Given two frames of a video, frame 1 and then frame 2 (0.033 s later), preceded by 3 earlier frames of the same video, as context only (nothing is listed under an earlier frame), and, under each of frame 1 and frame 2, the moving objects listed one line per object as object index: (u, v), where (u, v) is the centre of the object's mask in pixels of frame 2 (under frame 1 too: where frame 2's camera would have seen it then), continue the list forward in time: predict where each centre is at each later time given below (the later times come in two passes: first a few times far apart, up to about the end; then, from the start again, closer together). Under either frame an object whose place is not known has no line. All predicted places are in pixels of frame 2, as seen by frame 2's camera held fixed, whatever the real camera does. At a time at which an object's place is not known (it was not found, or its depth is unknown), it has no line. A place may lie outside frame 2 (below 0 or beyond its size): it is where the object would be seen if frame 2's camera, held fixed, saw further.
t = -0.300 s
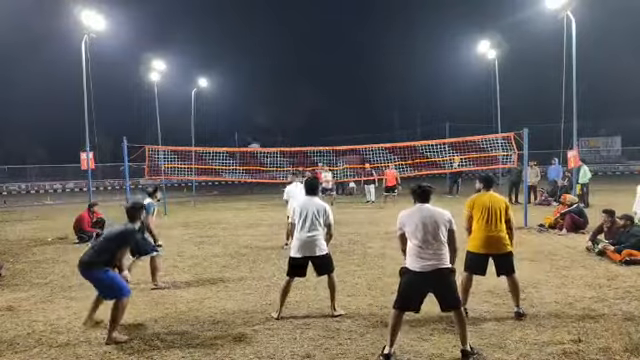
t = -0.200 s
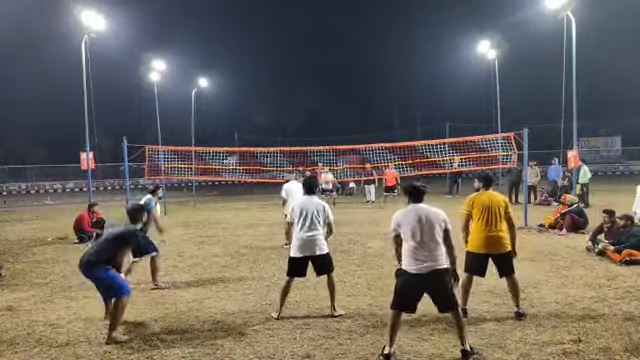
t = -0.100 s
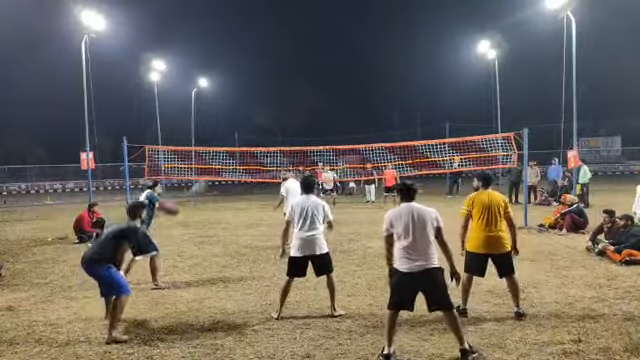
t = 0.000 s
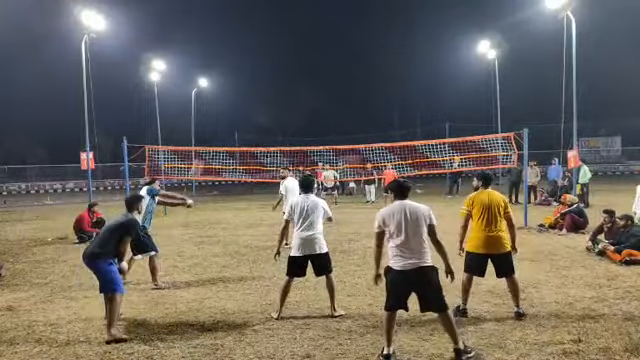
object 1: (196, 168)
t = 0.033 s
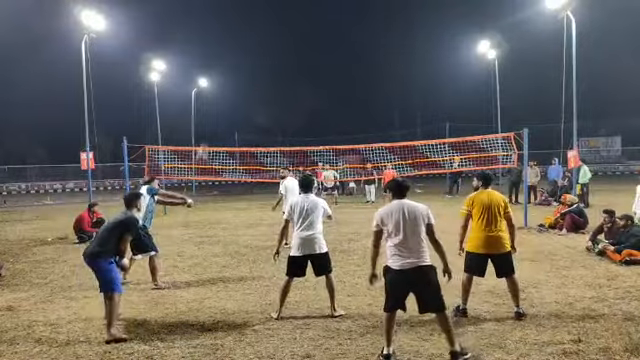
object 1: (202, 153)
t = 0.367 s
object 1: (250, 55)
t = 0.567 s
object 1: (272, 34)
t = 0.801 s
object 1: (293, 31)
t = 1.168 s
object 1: (319, 62)
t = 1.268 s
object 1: (325, 77)
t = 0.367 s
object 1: (250, 55)
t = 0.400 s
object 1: (254, 50)
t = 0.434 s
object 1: (258, 45)
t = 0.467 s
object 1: (262, 42)
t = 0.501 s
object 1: (265, 38)
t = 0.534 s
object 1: (269, 36)
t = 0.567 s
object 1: (272, 34)
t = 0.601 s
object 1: (275, 32)
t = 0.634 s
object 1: (278, 31)
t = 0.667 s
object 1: (281, 30)
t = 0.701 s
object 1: (284, 30)
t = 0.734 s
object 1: (287, 30)
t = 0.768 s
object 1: (290, 30)
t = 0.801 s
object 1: (293, 31)
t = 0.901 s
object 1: (300, 36)
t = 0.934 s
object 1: (303, 38)
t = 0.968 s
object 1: (305, 41)
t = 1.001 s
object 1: (308, 44)
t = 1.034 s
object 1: (310, 48)
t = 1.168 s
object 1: (319, 62)
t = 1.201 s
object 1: (321, 67)
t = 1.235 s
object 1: (323, 72)
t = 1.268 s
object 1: (325, 77)
